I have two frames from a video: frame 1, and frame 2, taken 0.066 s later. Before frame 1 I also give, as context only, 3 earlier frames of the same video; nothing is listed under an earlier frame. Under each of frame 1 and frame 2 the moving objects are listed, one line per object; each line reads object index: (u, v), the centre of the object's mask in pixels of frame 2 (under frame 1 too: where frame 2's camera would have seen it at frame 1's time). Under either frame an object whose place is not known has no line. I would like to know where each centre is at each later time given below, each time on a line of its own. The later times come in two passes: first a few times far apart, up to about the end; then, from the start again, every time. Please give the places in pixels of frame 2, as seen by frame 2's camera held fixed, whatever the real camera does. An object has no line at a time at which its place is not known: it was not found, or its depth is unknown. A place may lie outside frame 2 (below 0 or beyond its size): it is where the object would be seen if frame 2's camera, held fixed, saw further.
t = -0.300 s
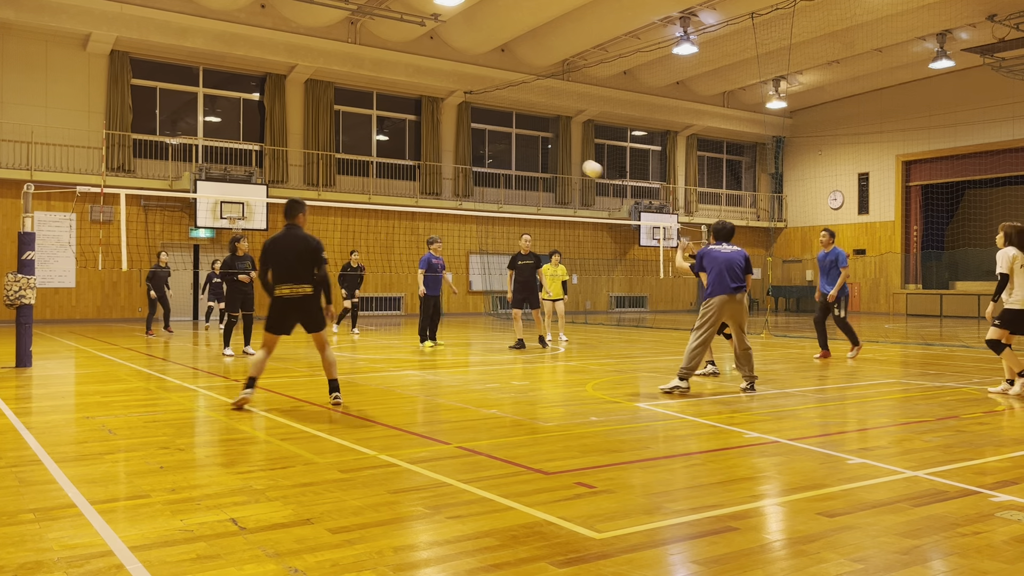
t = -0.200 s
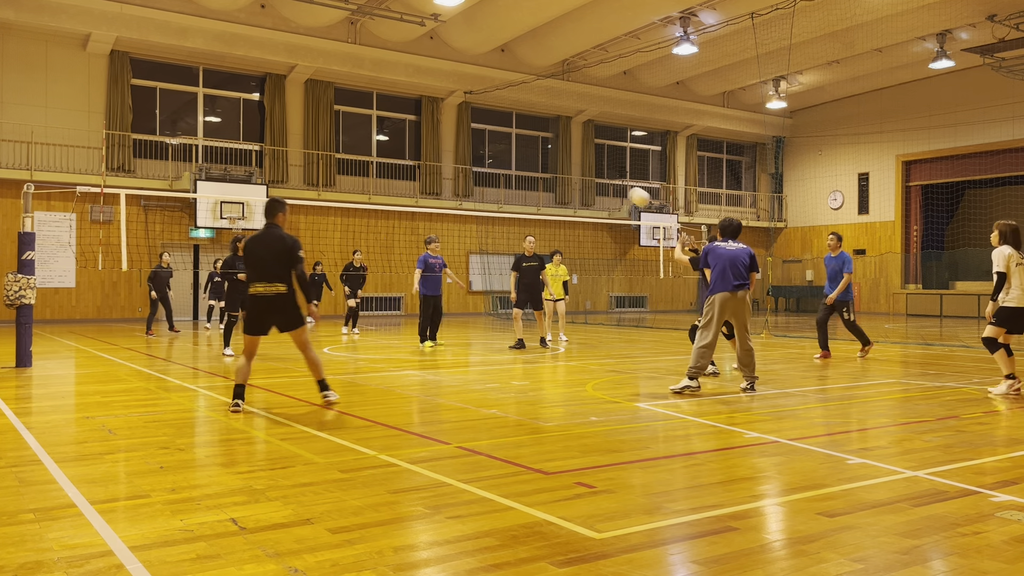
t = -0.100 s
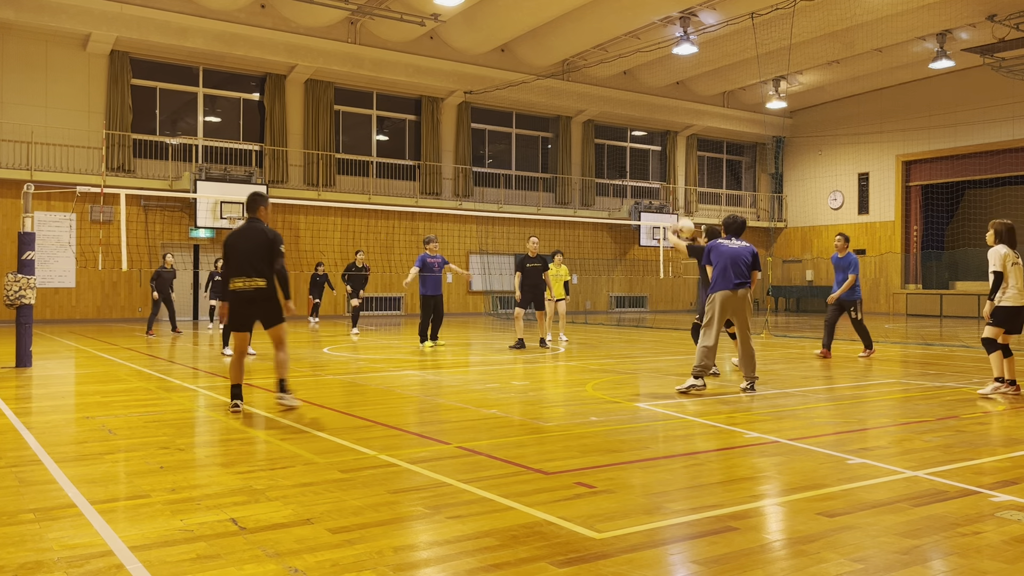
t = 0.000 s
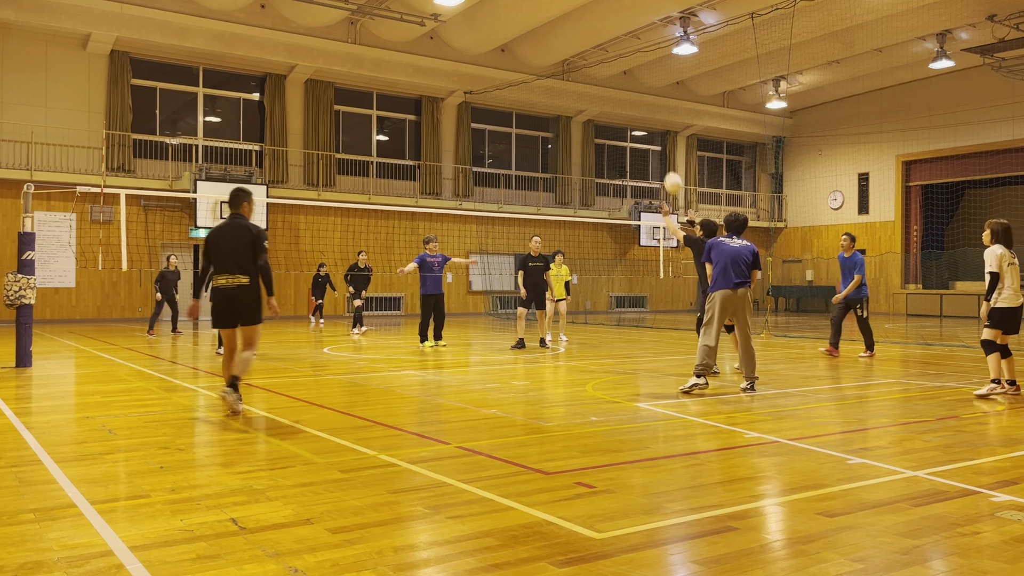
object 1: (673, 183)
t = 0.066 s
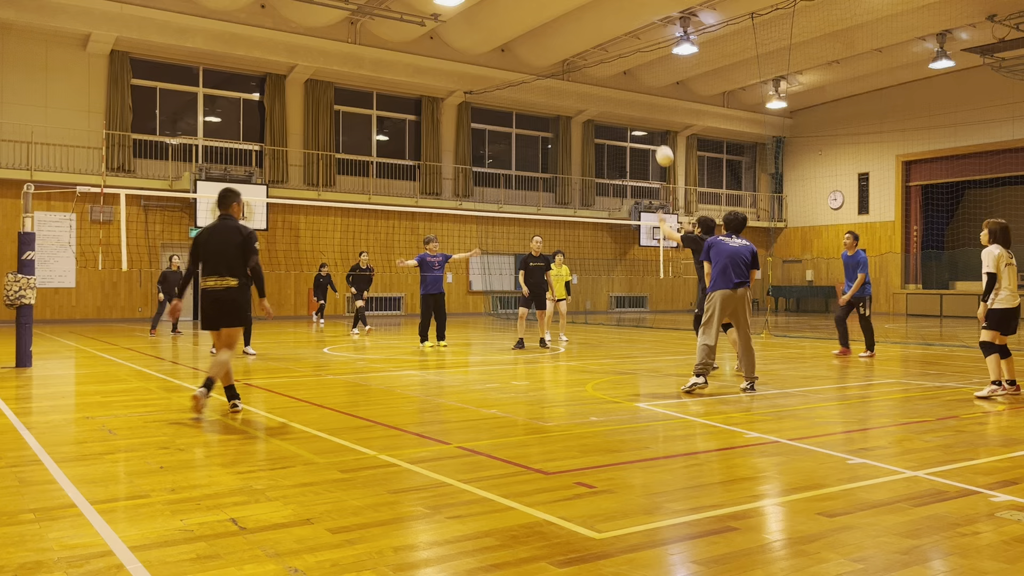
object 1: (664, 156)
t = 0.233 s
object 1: (644, 108)
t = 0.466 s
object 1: (618, 82)
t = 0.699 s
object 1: (594, 97)
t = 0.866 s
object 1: (579, 130)
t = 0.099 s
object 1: (660, 144)
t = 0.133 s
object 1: (656, 134)
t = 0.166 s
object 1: (652, 124)
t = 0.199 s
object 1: (648, 115)
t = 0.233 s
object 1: (644, 108)
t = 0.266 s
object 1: (640, 101)
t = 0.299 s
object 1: (636, 96)
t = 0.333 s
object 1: (632, 91)
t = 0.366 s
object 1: (629, 87)
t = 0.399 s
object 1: (625, 85)
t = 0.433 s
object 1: (622, 83)
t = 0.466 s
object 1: (618, 82)
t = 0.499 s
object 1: (614, 82)
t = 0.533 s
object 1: (611, 82)
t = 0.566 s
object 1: (608, 84)
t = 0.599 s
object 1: (604, 86)
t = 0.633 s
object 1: (601, 89)
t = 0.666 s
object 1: (598, 93)
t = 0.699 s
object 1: (594, 97)
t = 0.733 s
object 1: (591, 102)
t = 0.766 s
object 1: (588, 108)
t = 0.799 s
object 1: (585, 115)
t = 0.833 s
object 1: (582, 122)
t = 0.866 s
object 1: (579, 130)
